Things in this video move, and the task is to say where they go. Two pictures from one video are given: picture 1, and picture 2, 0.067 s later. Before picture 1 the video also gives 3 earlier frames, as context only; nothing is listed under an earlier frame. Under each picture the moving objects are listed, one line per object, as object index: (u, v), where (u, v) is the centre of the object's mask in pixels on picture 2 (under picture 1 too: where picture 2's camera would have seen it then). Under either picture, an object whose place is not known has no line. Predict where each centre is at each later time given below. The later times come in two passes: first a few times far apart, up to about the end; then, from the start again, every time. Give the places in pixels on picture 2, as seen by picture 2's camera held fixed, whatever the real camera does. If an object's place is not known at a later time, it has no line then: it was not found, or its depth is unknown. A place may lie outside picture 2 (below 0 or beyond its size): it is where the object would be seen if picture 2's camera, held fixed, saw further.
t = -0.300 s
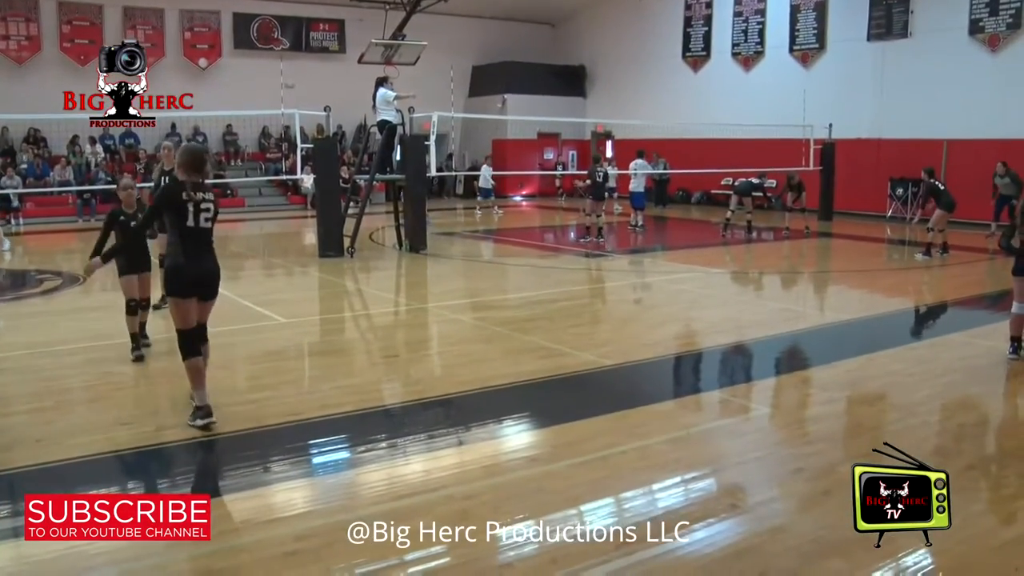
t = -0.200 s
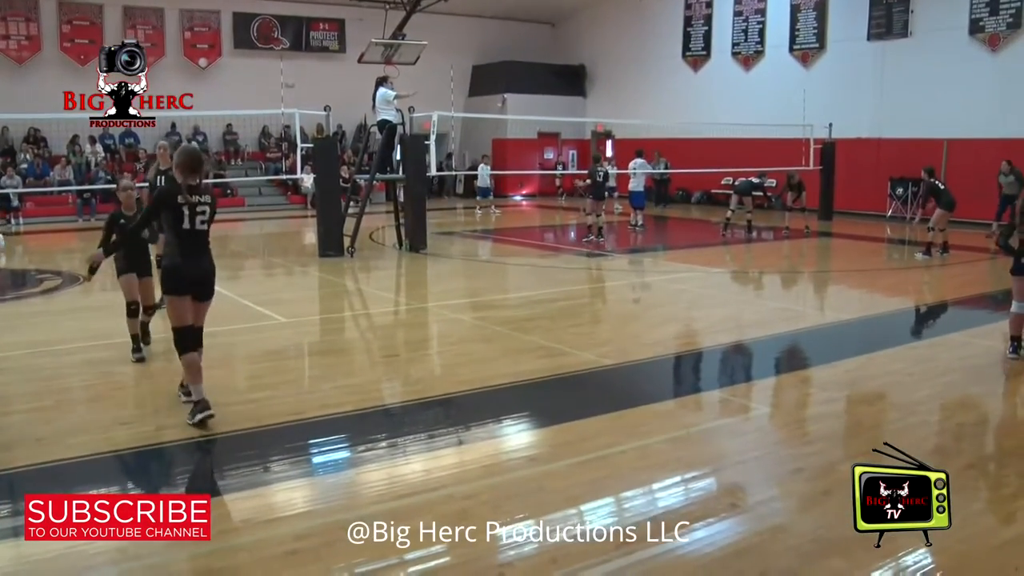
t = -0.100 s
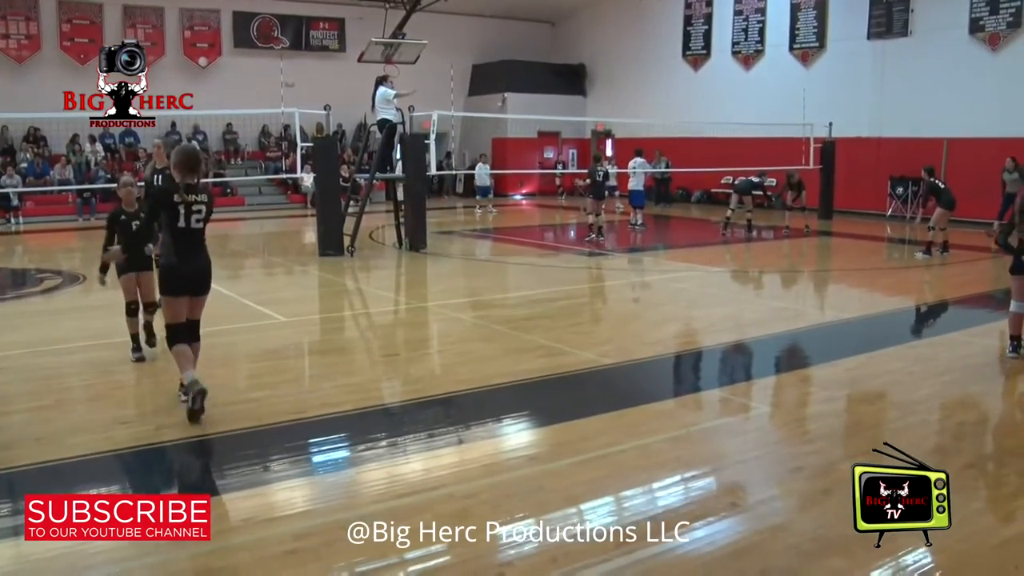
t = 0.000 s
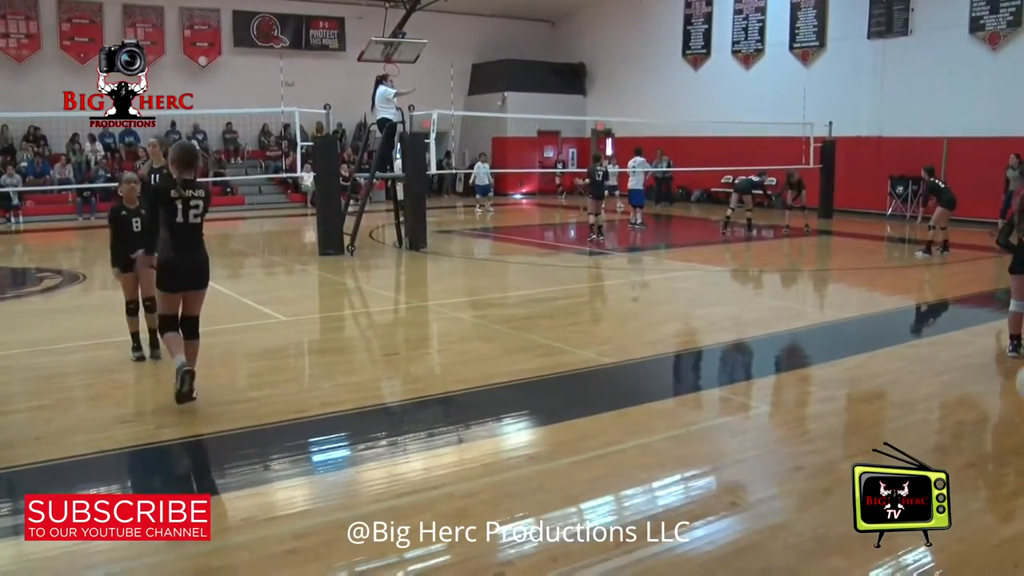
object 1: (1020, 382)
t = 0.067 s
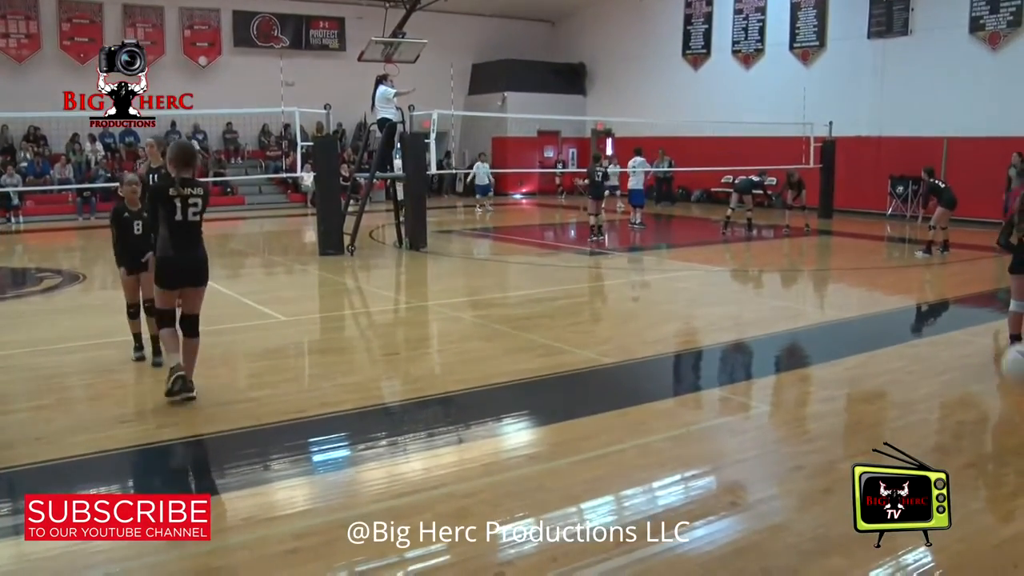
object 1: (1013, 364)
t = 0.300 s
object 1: (970, 372)
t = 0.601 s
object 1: (900, 410)
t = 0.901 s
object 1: (845, 367)
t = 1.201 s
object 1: (795, 377)
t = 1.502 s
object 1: (758, 372)
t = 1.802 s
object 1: (728, 353)
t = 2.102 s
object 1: (703, 348)
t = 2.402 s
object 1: (684, 341)
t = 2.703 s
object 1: (667, 338)
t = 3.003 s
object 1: (653, 331)
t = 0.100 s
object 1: (1010, 360)
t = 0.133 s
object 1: (1007, 356)
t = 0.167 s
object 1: (1002, 356)
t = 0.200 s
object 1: (995, 357)
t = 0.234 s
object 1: (985, 359)
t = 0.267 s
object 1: (978, 365)
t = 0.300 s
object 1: (970, 372)
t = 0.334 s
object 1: (962, 382)
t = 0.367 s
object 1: (953, 394)
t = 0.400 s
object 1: (945, 409)
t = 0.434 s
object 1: (936, 423)
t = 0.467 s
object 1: (928, 441)
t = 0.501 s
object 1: (924, 450)
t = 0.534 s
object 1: (914, 440)
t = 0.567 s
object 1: (907, 426)
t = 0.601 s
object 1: (900, 410)
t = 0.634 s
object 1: (895, 397)
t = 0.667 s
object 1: (889, 387)
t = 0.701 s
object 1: (883, 378)
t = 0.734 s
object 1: (876, 371)
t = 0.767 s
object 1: (871, 367)
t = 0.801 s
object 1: (864, 364)
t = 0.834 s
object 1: (858, 363)
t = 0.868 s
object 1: (851, 364)
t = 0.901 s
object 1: (845, 367)
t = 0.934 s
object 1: (838, 372)
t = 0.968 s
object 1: (833, 378)
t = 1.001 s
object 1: (826, 386)
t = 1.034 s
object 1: (819, 396)
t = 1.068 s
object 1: (813, 407)
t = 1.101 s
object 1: (808, 412)
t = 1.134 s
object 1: (804, 398)
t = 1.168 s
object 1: (800, 387)
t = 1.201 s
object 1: (795, 377)
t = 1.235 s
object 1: (791, 370)
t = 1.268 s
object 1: (787, 365)
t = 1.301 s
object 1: (783, 361)
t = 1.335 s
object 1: (779, 359)
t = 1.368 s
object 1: (775, 358)
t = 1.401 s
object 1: (770, 359)
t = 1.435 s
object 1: (766, 362)
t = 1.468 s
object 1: (761, 366)
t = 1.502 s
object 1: (758, 372)
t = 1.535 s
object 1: (753, 380)
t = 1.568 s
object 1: (749, 388)
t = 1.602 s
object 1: (745, 378)
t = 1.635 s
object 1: (743, 370)
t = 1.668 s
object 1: (740, 364)
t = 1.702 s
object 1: (737, 358)
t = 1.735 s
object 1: (734, 355)
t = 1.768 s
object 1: (731, 353)
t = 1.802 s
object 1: (728, 353)
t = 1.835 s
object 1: (726, 353)
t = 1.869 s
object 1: (722, 355)
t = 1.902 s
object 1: (719, 359)
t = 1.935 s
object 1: (715, 364)
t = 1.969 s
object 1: (712, 369)
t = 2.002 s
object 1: (710, 361)
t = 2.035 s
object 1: (707, 356)
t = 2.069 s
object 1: (705, 351)
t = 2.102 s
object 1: (703, 348)
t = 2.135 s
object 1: (701, 347)
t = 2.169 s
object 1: (699, 346)
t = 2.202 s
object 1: (697, 347)
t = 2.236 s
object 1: (694, 349)
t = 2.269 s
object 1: (691, 354)
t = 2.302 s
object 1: (689, 355)
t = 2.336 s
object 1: (688, 350)
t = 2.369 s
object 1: (686, 344)
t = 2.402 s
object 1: (684, 341)
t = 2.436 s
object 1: (682, 340)
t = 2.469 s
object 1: (680, 340)
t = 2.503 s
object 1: (678, 342)
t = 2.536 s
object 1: (677, 346)
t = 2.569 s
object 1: (675, 345)
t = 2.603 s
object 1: (672, 342)
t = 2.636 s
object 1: (671, 339)
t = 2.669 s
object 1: (669, 338)
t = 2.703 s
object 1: (667, 338)
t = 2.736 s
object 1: (666, 339)
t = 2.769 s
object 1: (664, 340)
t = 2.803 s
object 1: (662, 337)
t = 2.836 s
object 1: (661, 335)
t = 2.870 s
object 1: (660, 334)
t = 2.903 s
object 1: (658, 335)
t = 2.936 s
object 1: (656, 335)
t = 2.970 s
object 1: (655, 332)
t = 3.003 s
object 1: (653, 331)
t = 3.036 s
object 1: (652, 332)
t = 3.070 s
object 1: (650, 332)
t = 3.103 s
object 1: (649, 331)
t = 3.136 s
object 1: (647, 330)
